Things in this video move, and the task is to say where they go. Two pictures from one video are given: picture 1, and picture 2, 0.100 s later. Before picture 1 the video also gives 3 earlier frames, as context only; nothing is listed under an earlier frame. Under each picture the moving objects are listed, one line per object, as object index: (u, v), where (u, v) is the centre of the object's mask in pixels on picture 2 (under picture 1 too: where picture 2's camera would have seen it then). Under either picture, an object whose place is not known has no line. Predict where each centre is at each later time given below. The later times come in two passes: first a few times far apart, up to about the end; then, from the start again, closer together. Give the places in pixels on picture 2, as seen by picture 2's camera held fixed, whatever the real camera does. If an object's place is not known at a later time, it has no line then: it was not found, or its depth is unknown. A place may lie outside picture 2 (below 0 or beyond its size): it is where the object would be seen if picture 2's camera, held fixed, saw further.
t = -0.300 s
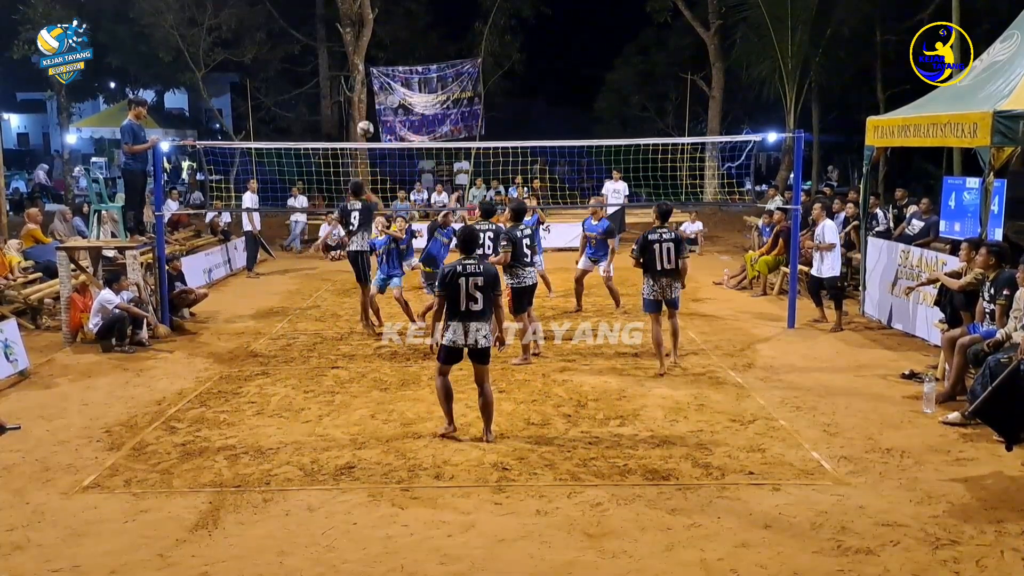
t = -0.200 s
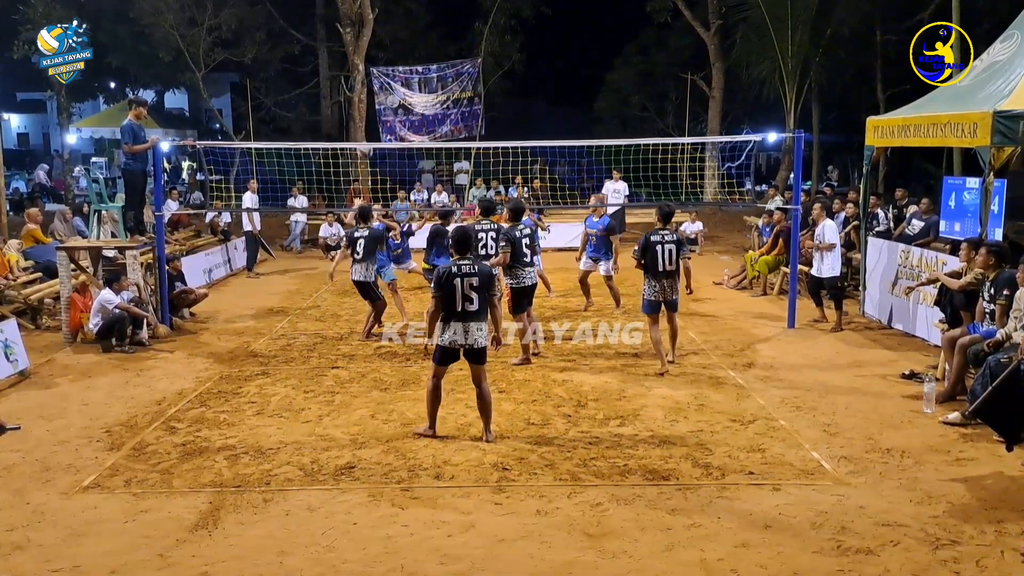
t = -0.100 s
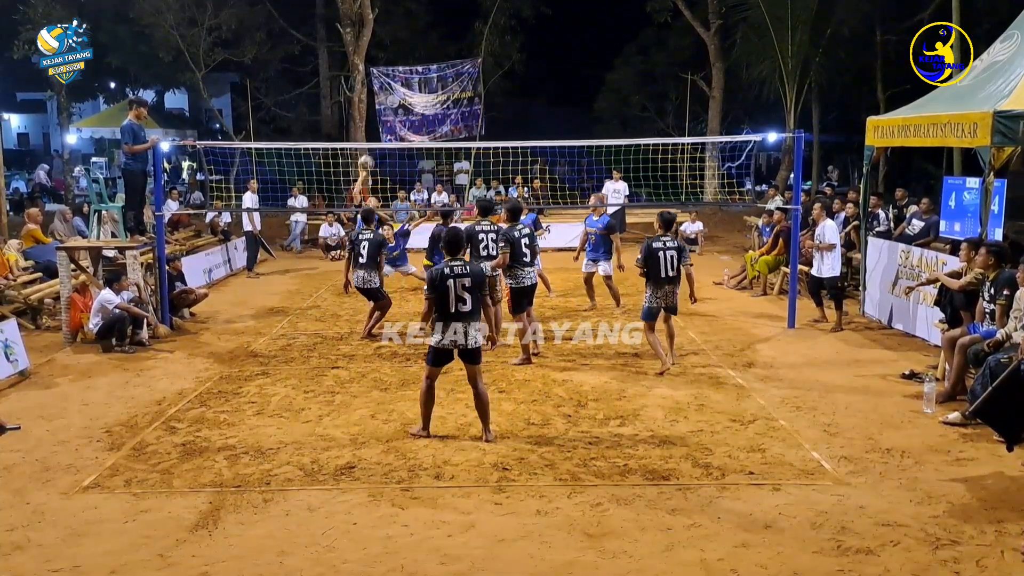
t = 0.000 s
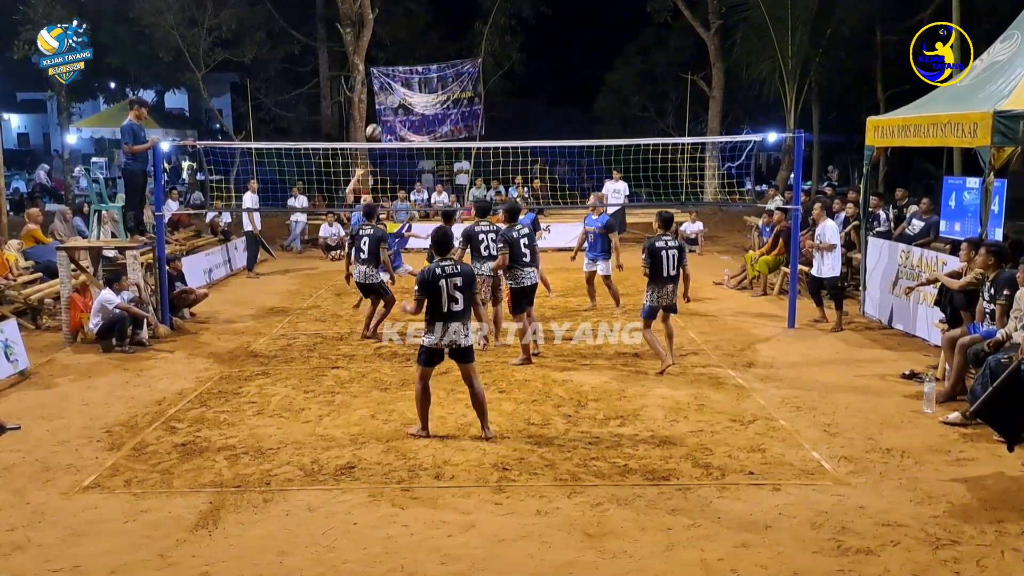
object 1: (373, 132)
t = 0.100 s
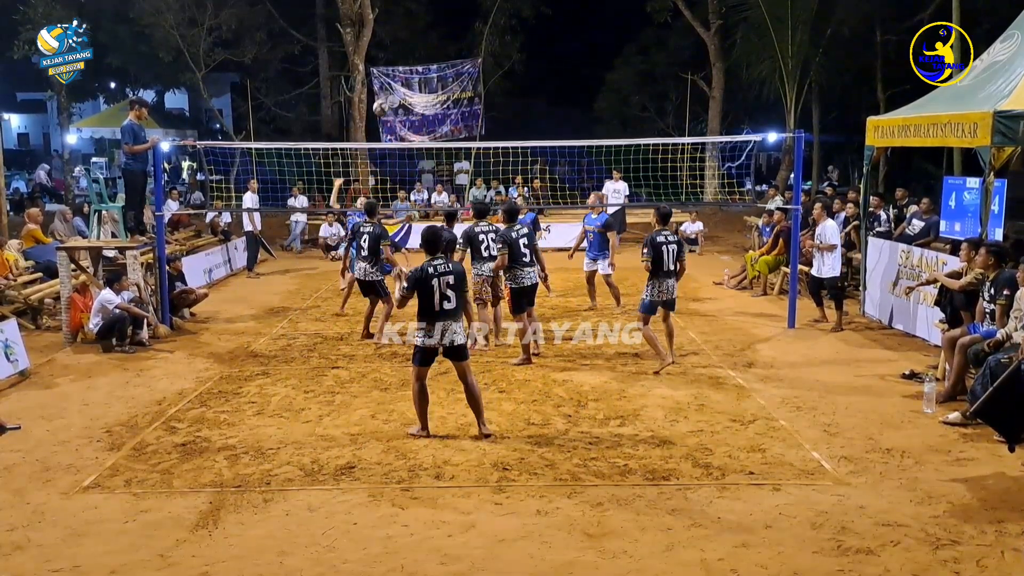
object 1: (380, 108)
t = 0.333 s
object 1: (397, 81)
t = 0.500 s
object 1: (408, 86)
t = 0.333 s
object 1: (397, 81)
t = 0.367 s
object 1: (400, 80)
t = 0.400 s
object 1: (402, 80)
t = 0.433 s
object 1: (404, 81)
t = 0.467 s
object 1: (405, 83)
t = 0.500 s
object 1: (408, 86)
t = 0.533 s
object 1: (412, 89)
